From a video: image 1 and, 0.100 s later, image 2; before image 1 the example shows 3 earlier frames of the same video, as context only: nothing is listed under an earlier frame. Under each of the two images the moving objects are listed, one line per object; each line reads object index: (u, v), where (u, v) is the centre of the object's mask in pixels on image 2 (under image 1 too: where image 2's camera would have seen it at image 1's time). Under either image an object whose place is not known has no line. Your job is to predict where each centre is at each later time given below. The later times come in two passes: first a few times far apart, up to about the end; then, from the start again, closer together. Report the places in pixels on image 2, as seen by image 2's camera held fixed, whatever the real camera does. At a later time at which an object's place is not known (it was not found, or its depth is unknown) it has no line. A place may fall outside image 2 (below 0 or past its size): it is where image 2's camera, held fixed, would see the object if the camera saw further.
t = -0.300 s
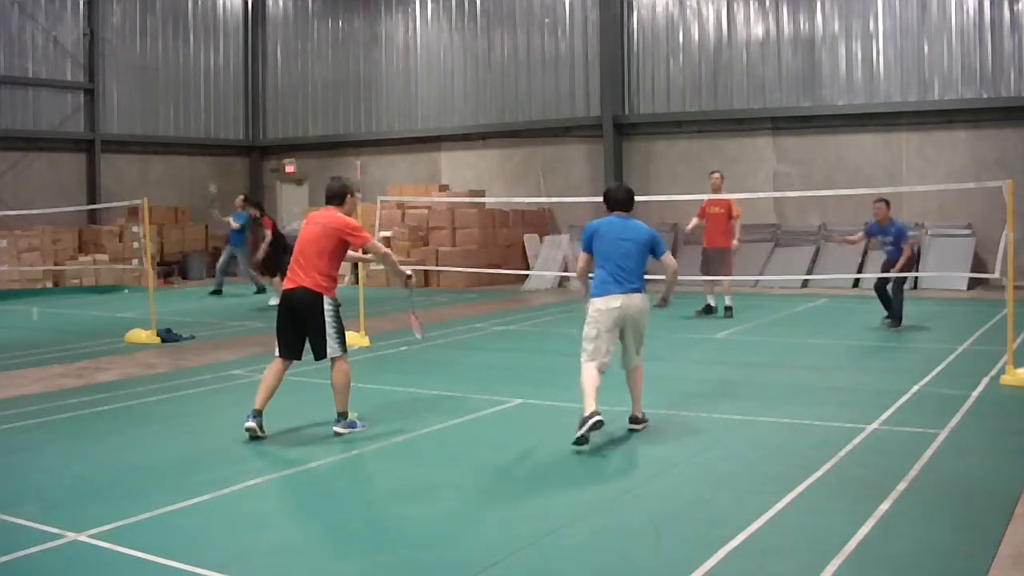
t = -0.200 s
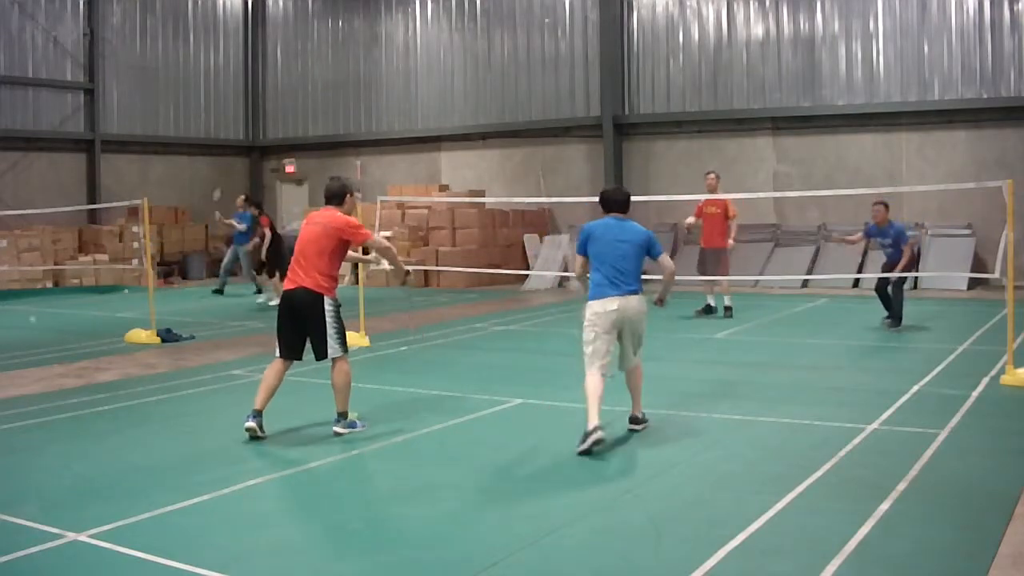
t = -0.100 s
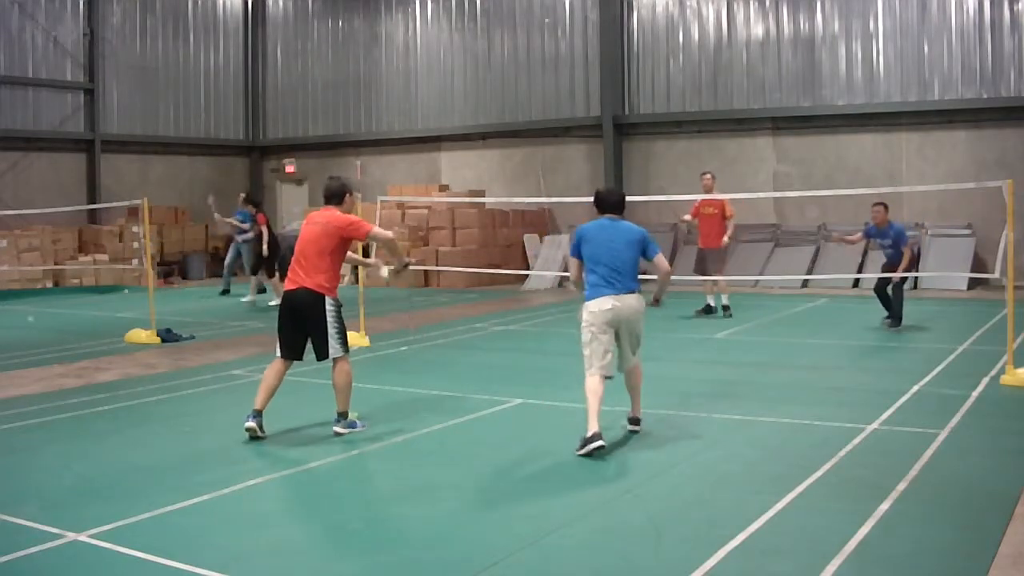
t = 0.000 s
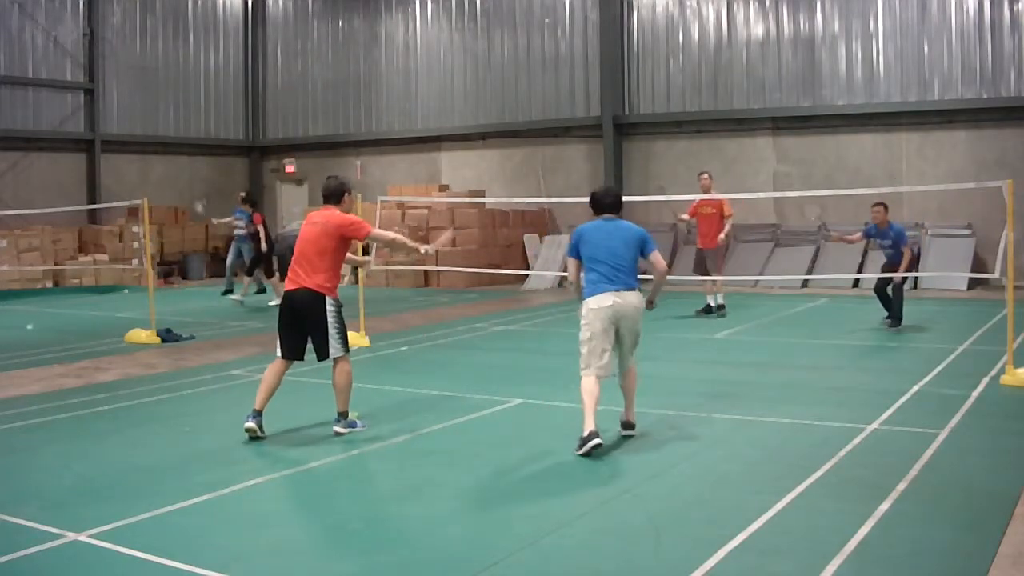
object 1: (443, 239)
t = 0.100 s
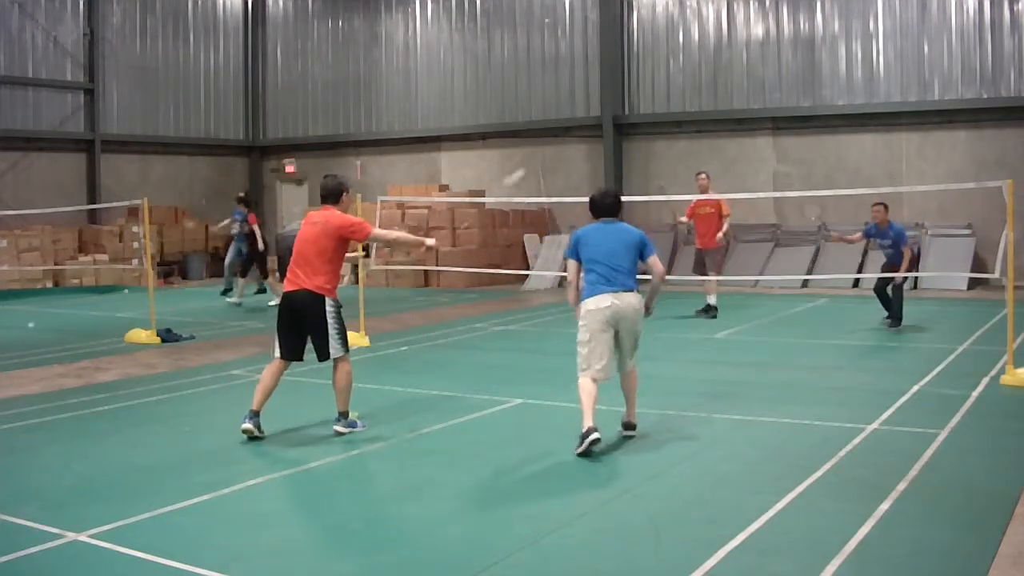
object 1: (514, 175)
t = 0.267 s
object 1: (598, 128)
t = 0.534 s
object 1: (680, 132)
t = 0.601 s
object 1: (696, 143)
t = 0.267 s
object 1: (598, 128)
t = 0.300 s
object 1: (612, 124)
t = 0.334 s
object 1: (623, 123)
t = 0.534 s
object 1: (680, 132)
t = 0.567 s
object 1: (688, 137)
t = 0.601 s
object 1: (696, 143)
